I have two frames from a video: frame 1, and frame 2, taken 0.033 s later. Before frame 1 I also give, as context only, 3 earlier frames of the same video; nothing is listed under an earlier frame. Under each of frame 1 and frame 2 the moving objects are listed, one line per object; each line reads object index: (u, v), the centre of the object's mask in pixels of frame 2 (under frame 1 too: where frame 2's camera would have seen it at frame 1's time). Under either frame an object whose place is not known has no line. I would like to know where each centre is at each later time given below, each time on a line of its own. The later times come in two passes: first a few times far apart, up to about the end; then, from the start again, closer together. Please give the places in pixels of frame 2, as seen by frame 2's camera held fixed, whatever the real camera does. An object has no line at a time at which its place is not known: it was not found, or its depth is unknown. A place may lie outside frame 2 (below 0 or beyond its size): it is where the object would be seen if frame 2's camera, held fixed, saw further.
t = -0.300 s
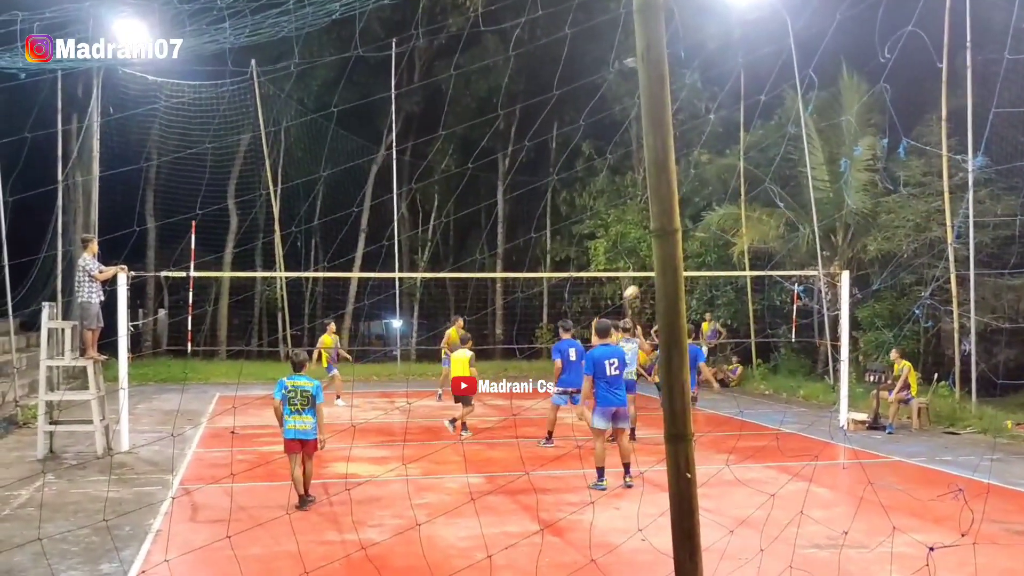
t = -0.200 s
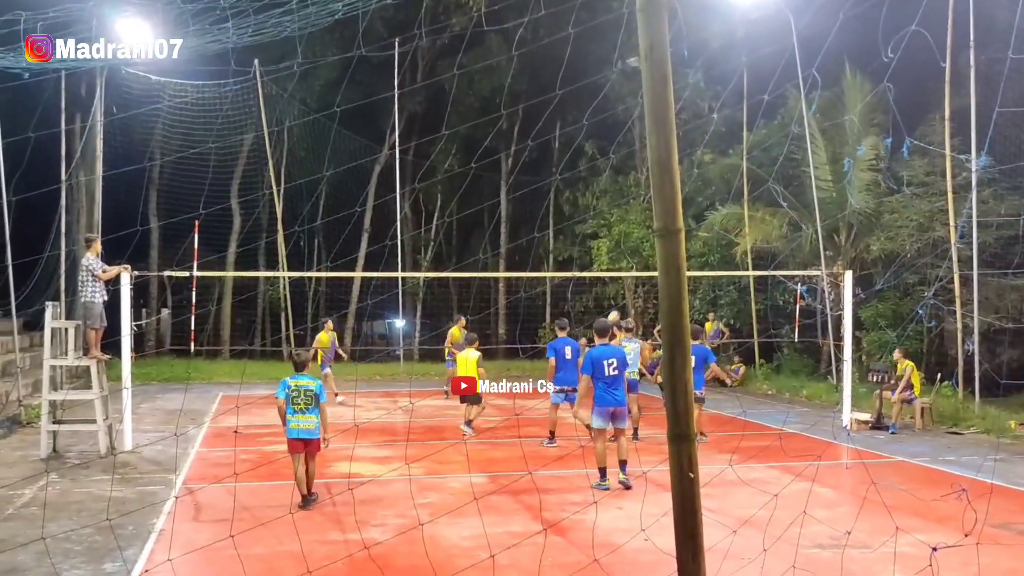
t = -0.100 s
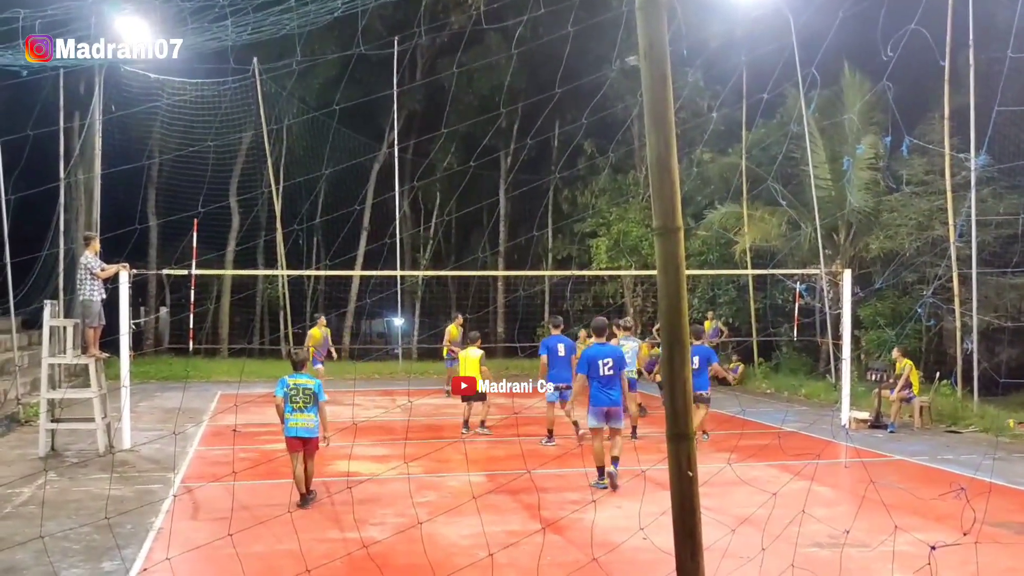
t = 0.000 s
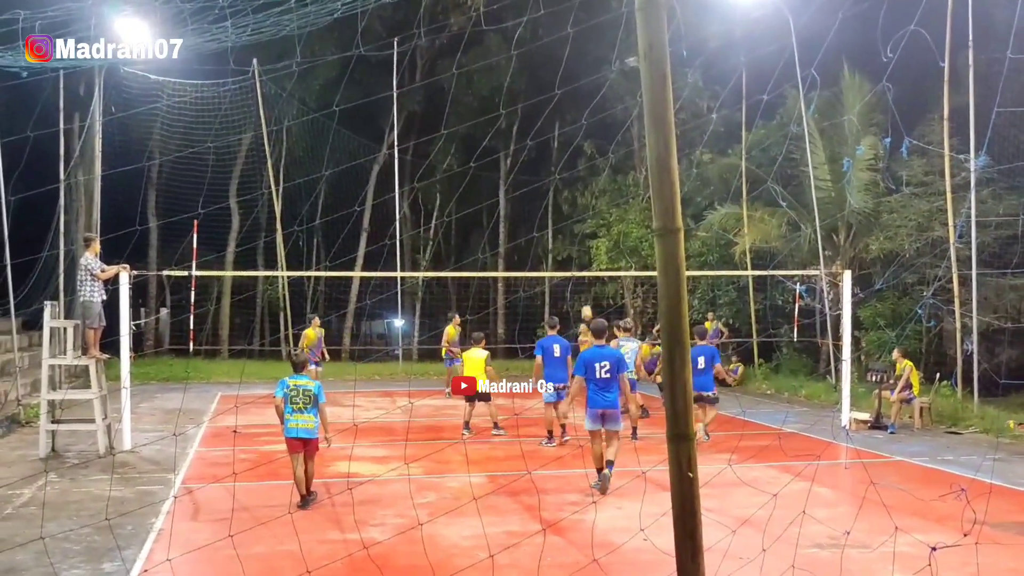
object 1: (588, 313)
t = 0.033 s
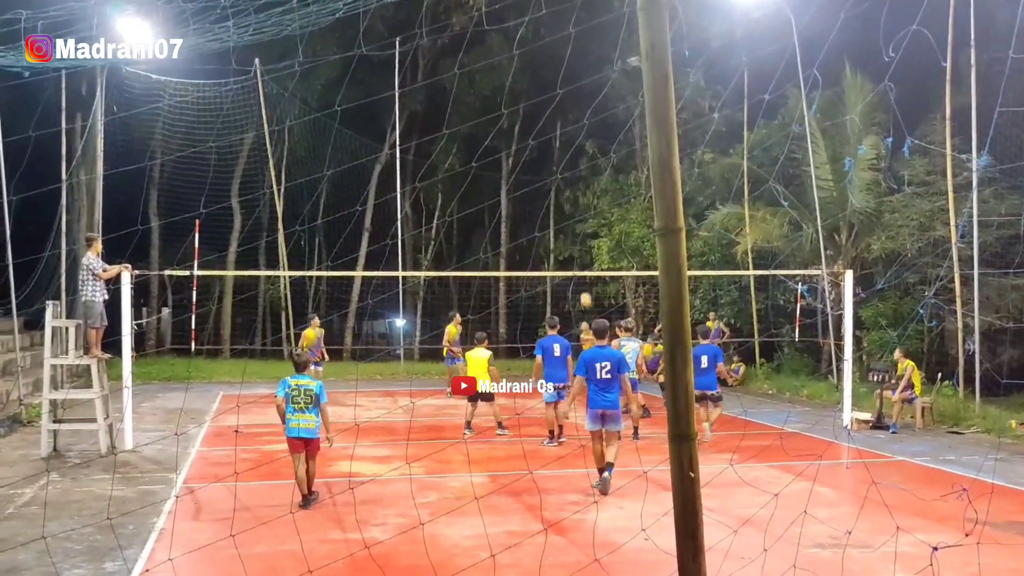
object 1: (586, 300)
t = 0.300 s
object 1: (563, 211)
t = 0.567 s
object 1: (538, 157)
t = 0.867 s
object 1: (506, 138)
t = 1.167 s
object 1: (471, 169)
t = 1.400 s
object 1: (445, 228)
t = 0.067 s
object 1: (583, 287)
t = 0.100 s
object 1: (580, 274)
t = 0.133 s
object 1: (577, 264)
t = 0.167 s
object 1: (575, 252)
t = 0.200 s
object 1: (572, 241)
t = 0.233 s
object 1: (569, 231)
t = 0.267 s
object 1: (566, 221)
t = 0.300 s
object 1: (563, 211)
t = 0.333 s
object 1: (560, 203)
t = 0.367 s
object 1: (557, 195)
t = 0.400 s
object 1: (554, 188)
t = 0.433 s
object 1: (551, 180)
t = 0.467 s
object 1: (548, 173)
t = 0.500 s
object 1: (545, 167)
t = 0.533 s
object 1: (541, 162)
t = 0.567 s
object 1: (538, 157)
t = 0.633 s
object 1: (531, 149)
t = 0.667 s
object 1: (527, 145)
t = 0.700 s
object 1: (524, 143)
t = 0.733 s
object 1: (520, 140)
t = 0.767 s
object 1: (517, 139)
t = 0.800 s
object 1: (513, 138)
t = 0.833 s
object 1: (509, 138)
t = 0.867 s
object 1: (506, 138)
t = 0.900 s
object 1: (502, 139)
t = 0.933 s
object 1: (498, 141)
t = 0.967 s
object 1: (494, 143)
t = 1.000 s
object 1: (490, 145)
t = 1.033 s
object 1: (487, 149)
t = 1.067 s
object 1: (483, 153)
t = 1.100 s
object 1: (479, 158)
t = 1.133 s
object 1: (475, 163)
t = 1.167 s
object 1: (471, 169)
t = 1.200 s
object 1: (468, 175)
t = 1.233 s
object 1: (464, 182)
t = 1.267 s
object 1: (460, 191)
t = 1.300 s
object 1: (457, 199)
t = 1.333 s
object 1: (453, 208)
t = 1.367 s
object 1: (449, 218)
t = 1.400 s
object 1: (445, 228)
